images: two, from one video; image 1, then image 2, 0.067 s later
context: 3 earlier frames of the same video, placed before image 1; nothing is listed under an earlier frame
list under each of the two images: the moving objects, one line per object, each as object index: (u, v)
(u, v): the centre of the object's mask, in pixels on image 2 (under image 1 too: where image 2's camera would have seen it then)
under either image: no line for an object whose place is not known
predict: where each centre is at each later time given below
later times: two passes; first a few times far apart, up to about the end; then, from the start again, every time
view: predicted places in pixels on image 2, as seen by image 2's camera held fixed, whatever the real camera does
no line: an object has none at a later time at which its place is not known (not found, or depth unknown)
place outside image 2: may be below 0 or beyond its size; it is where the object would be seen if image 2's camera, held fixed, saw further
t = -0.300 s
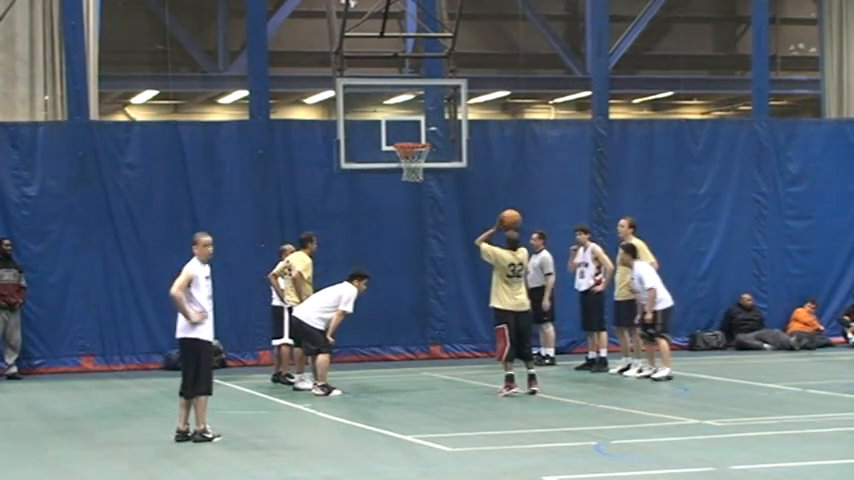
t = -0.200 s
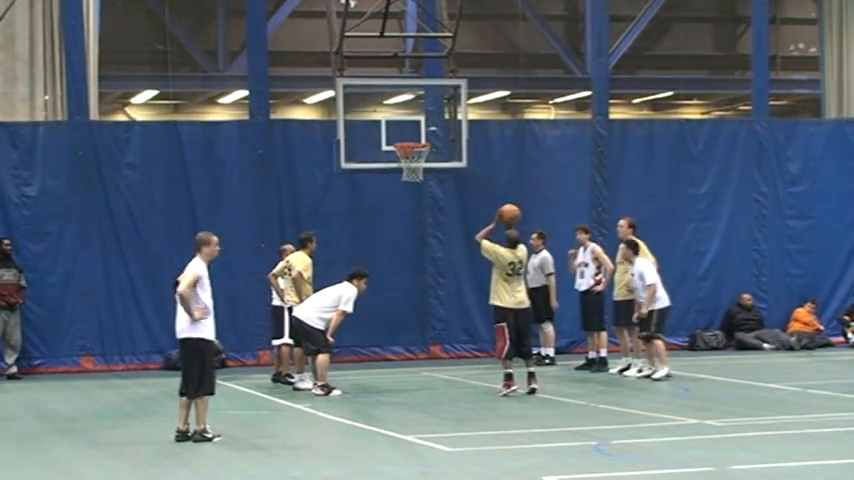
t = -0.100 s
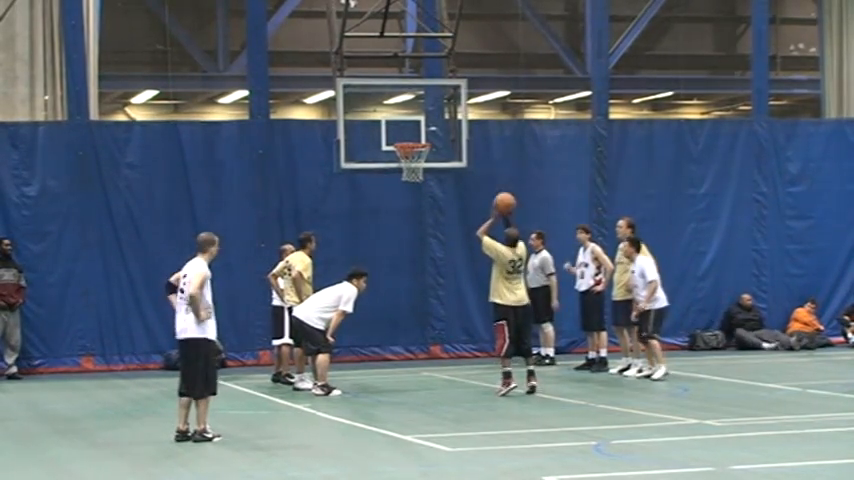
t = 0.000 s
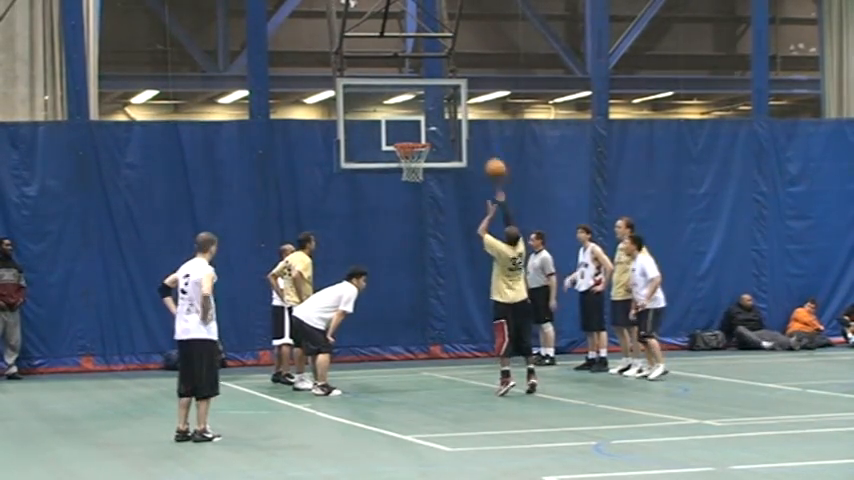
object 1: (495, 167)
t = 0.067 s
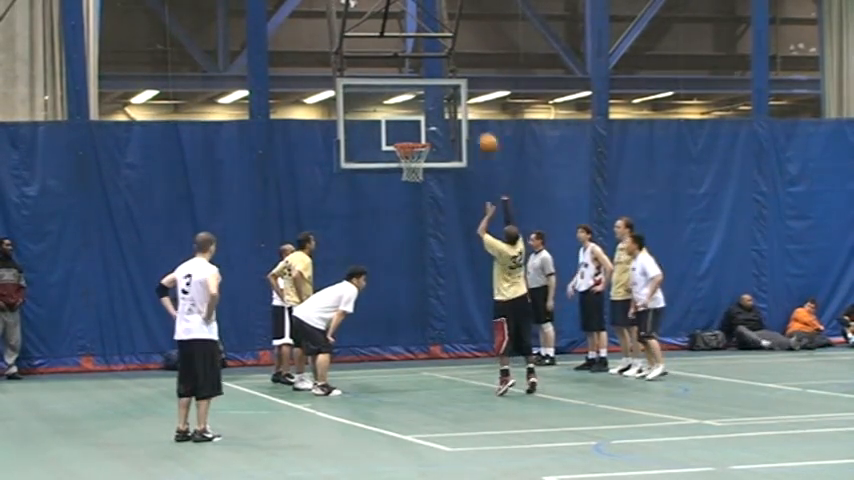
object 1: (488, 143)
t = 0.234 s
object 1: (469, 98)
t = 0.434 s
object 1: (448, 74)
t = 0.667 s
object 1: (427, 85)
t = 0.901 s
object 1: (408, 134)
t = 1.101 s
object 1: (426, 159)
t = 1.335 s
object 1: (422, 164)
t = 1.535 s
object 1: (417, 202)
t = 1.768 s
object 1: (414, 285)
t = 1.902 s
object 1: (411, 351)
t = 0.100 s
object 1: (485, 132)
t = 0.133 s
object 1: (482, 123)
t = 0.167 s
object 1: (477, 112)
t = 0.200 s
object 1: (472, 105)
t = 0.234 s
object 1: (469, 98)
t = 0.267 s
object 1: (466, 91)
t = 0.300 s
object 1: (463, 87)
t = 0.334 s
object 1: (459, 82)
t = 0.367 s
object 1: (455, 79)
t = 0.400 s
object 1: (451, 76)
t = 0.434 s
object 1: (448, 74)
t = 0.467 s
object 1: (446, 74)
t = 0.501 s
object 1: (443, 74)
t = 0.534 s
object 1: (439, 74)
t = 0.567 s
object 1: (436, 75)
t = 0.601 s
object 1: (434, 76)
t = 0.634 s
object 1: (430, 80)
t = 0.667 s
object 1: (427, 85)
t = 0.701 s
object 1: (424, 91)
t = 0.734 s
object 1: (423, 95)
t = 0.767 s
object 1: (420, 104)
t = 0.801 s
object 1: (417, 109)
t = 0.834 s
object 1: (414, 116)
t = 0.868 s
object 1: (410, 125)
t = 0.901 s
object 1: (408, 134)
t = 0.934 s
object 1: (407, 142)
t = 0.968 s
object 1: (413, 150)
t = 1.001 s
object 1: (420, 159)
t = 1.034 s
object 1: (424, 161)
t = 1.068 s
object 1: (425, 160)
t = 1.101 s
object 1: (426, 159)
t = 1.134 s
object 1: (426, 158)
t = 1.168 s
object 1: (426, 156)
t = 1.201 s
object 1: (425, 156)
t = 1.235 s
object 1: (424, 158)
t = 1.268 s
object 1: (423, 160)
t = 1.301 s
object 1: (422, 161)
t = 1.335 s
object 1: (422, 164)
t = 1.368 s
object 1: (421, 168)
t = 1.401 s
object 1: (420, 173)
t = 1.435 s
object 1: (420, 178)
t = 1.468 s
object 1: (418, 185)
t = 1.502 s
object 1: (417, 194)
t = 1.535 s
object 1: (417, 202)
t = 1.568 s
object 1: (417, 211)
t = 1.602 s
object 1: (416, 221)
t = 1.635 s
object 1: (416, 232)
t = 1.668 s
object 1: (415, 245)
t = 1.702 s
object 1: (415, 258)
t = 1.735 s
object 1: (414, 270)
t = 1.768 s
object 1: (414, 285)
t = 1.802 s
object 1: (414, 301)
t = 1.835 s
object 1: (413, 316)
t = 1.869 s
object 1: (413, 333)
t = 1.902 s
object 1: (411, 351)
